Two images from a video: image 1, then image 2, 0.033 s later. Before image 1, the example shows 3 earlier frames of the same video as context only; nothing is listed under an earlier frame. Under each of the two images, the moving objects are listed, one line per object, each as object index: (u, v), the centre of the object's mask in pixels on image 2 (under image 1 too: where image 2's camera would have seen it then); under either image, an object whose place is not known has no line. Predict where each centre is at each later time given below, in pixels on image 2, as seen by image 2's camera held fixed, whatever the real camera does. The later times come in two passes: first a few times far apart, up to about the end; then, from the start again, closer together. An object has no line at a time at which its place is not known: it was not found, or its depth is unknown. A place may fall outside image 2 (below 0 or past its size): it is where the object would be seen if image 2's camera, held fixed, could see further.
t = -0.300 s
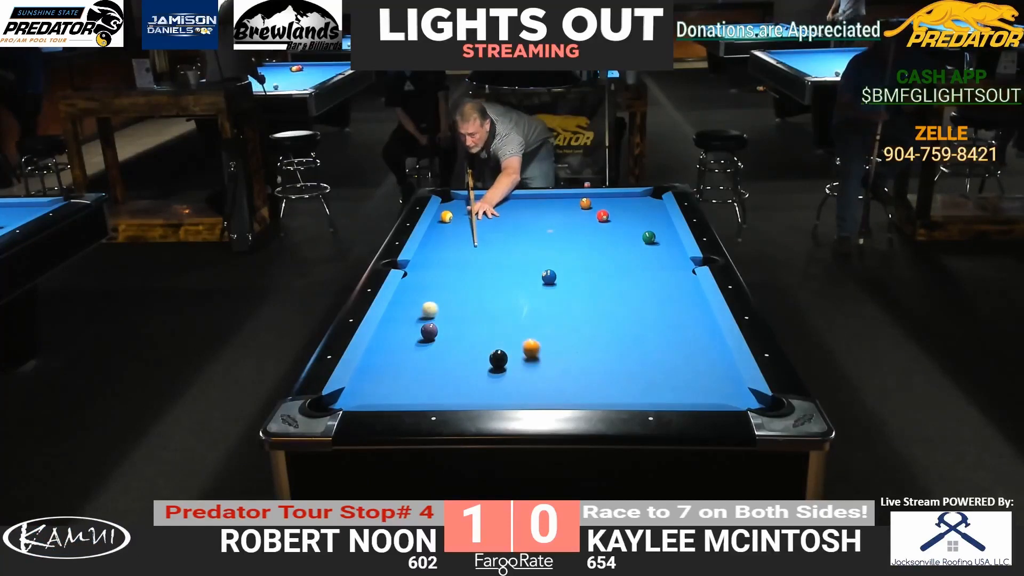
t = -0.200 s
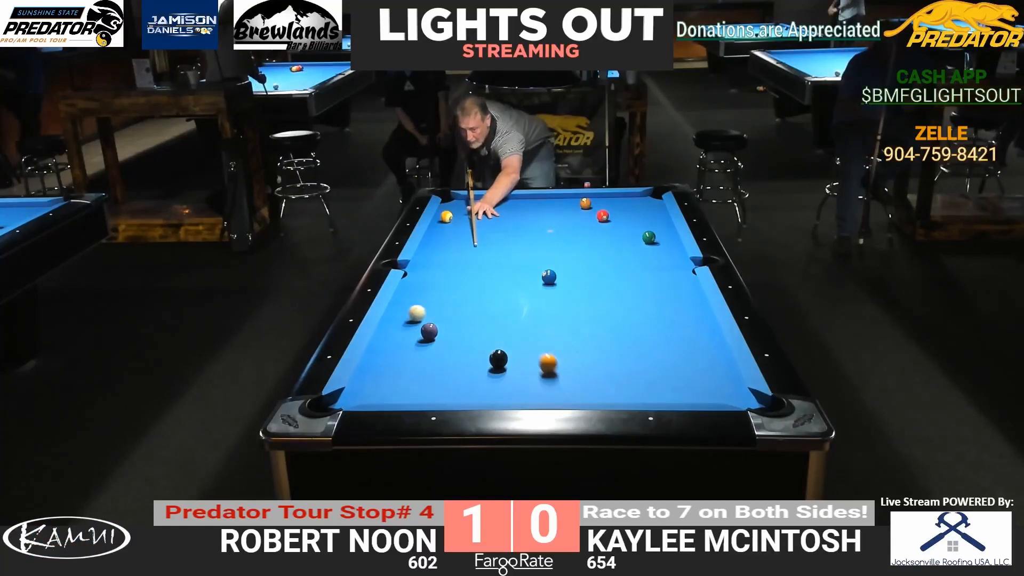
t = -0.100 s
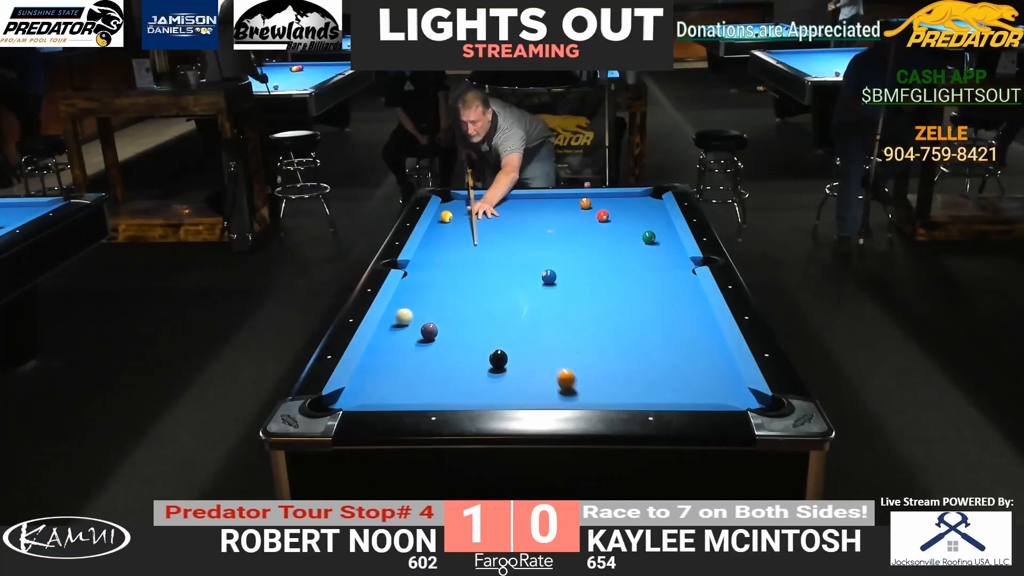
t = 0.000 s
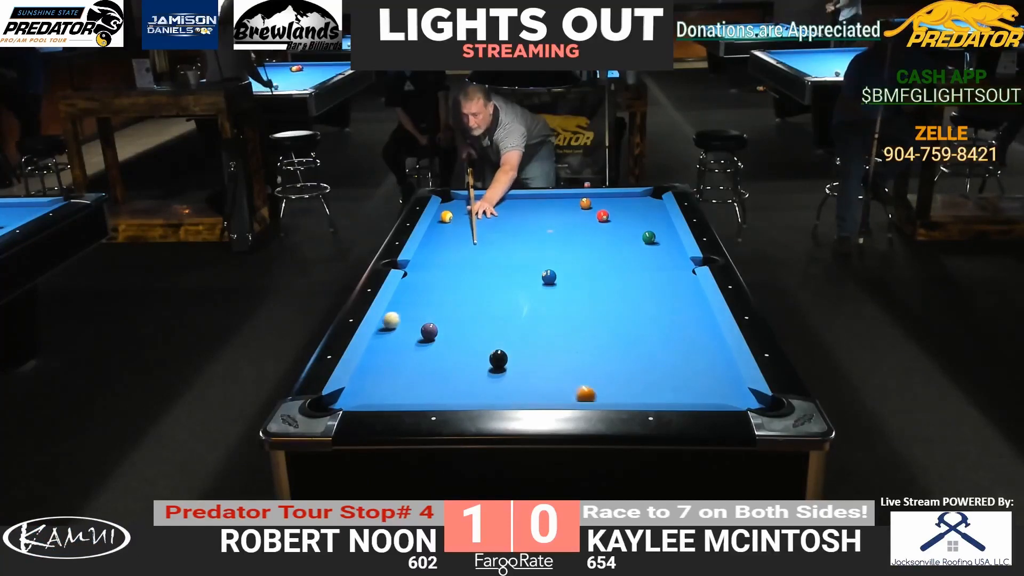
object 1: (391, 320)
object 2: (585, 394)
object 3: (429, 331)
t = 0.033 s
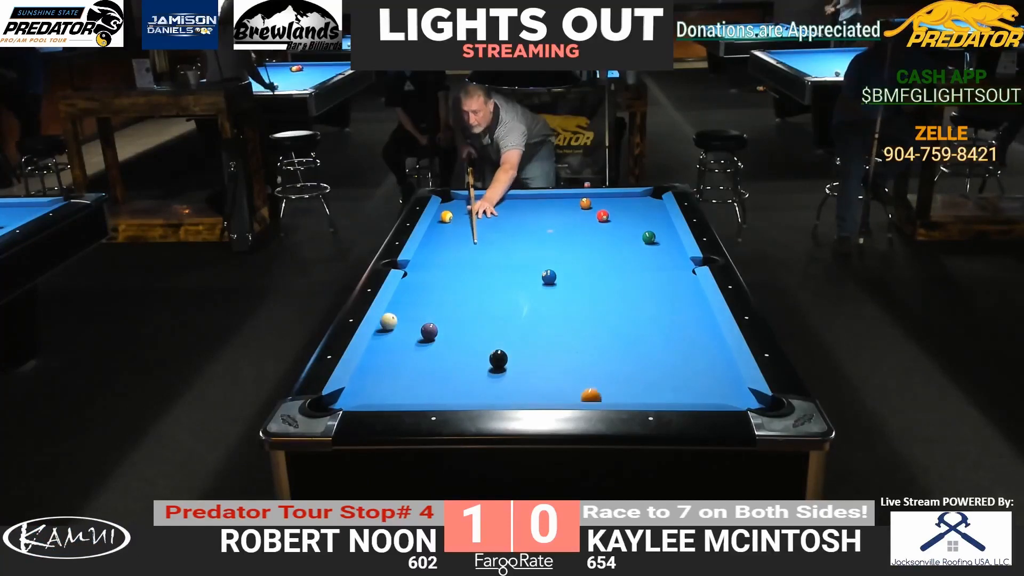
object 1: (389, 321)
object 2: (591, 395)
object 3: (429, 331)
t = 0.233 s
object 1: (399, 325)
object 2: (605, 378)
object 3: (429, 331)
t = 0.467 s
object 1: (410, 330)
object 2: (621, 359)
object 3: (429, 331)
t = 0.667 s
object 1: (413, 333)
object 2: (633, 344)
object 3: (436, 332)
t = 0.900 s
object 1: (414, 336)
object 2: (646, 329)
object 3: (444, 332)
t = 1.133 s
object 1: (415, 339)
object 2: (657, 315)
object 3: (451, 333)
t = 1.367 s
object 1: (416, 341)
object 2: (668, 303)
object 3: (457, 333)
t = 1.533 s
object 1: (416, 343)
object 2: (675, 295)
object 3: (461, 333)
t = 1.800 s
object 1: (417, 345)
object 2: (685, 283)
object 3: (465, 333)
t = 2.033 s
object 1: (417, 346)
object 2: (685, 275)
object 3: (469, 334)
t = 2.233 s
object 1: (418, 346)
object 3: (470, 334)
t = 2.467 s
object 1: (418, 346)
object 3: (471, 334)
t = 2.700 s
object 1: (418, 346)
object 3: (471, 334)
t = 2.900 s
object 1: (418, 346)
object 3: (471, 334)
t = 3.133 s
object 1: (418, 347)
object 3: (471, 334)
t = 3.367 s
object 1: (418, 346)
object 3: (471, 334)
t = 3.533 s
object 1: (418, 346)
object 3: (471, 334)
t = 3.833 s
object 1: (418, 346)
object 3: (471, 334)
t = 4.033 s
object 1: (418, 346)
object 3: (471, 334)
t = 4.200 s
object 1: (418, 346)
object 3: (471, 334)
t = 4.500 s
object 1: (418, 347)
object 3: (471, 334)
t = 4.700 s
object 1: (418, 346)
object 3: (471, 334)
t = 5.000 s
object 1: (418, 347)
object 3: (471, 334)
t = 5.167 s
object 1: (418, 347)
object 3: (471, 334)
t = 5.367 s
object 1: (418, 347)
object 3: (471, 334)
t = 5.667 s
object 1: (418, 347)
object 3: (471, 334)
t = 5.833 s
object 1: (418, 347)
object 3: (471, 334)
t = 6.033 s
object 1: (418, 347)
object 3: (471, 334)
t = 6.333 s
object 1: (418, 346)
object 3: (471, 334)
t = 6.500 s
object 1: (418, 346)
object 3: (471, 334)
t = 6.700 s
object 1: (418, 346)
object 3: (471, 334)
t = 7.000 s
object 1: (418, 346)
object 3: (471, 334)
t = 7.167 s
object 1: (418, 347)
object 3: (471, 334)
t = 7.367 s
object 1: (418, 347)
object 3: (471, 334)
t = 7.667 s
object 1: (418, 347)
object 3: (471, 334)
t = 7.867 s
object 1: (418, 347)
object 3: (471, 334)
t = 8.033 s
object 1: (418, 346)
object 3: (471, 334)
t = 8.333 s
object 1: (418, 346)
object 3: (471, 334)
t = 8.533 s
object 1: (418, 346)
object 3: (471, 334)
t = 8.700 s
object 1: (418, 346)
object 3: (471, 334)
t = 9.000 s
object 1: (418, 346)
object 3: (471, 334)
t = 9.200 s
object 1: (418, 346)
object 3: (471, 334)
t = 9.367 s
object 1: (418, 346)
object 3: (471, 334)
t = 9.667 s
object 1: (418, 346)
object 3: (471, 334)
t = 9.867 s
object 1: (418, 346)
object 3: (471, 334)
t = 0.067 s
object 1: (391, 322)
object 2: (593, 393)
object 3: (429, 331)
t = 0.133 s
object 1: (394, 323)
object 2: (598, 387)
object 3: (429, 331)
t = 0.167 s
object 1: (395, 324)
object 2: (601, 384)
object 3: (429, 331)
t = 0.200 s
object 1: (397, 325)
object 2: (603, 382)
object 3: (429, 331)
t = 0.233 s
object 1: (399, 325)
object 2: (605, 378)
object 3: (429, 331)
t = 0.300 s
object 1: (402, 327)
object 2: (610, 372)
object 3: (429, 331)
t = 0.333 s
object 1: (404, 327)
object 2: (612, 370)
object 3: (429, 331)
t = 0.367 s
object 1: (406, 328)
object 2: (615, 367)
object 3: (429, 331)
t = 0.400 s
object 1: (407, 329)
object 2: (617, 364)
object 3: (429, 331)
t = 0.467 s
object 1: (410, 330)
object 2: (621, 359)
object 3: (429, 331)
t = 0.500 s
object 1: (412, 330)
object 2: (623, 356)
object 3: (429, 331)
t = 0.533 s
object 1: (412, 331)
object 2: (625, 354)
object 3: (431, 331)
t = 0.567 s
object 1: (412, 332)
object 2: (627, 351)
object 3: (432, 332)
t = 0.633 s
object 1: (413, 333)
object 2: (631, 347)
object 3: (434, 331)
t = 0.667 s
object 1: (413, 333)
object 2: (633, 344)
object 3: (436, 332)
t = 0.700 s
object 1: (413, 334)
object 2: (635, 342)
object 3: (437, 332)
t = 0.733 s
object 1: (413, 334)
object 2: (637, 340)
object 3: (438, 332)
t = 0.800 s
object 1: (413, 335)
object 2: (640, 335)
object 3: (440, 332)
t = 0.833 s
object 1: (413, 336)
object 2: (642, 333)
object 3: (441, 332)
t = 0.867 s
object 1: (414, 336)
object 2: (644, 331)
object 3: (442, 332)
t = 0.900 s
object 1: (414, 336)
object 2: (646, 329)
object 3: (444, 332)
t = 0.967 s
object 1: (414, 337)
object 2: (649, 325)
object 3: (446, 332)
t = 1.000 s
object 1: (414, 338)
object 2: (651, 323)
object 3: (447, 332)
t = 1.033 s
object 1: (414, 338)
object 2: (652, 321)
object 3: (448, 332)
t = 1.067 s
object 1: (414, 338)
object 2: (654, 319)
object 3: (449, 332)
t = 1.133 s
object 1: (415, 339)
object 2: (657, 315)
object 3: (451, 333)
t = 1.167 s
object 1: (415, 339)
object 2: (659, 313)
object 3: (451, 333)
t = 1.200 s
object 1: (415, 340)
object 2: (660, 311)
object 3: (452, 333)
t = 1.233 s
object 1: (415, 340)
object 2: (662, 309)
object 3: (453, 333)
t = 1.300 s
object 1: (415, 341)
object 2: (665, 306)
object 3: (455, 333)
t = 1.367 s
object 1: (416, 341)
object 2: (668, 303)
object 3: (457, 333)
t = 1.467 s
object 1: (416, 343)
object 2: (672, 298)
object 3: (459, 333)
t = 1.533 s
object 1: (416, 343)
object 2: (675, 295)
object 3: (461, 333)
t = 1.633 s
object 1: (416, 344)
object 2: (679, 290)
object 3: (462, 333)
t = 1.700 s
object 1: (416, 344)
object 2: (681, 287)
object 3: (464, 333)
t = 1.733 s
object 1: (417, 344)
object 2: (683, 286)
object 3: (464, 333)
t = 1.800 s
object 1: (417, 345)
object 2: (685, 283)
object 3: (465, 333)
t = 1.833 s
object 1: (417, 345)
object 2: (687, 282)
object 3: (466, 334)
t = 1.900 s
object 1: (417, 345)
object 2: (689, 279)
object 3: (467, 334)
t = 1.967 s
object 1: (417, 345)
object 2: (688, 277)
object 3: (468, 334)
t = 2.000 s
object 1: (417, 346)
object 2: (686, 276)
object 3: (468, 334)
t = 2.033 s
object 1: (417, 346)
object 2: (685, 275)
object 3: (469, 334)
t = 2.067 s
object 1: (417, 346)
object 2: (684, 274)
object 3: (469, 334)
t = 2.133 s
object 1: (418, 346)
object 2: (681, 272)
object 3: (470, 334)
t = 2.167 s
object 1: (418, 346)
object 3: (470, 334)
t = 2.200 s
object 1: (418, 346)
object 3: (470, 334)
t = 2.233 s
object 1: (418, 346)
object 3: (470, 334)
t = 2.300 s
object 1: (418, 346)
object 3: (471, 334)
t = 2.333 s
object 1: (418, 346)
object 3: (471, 334)
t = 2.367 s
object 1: (418, 346)
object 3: (471, 334)
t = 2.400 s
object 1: (418, 346)
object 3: (471, 334)
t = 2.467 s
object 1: (418, 346)
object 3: (471, 334)
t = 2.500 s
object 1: (418, 346)
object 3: (471, 334)
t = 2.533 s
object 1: (418, 346)
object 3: (471, 334)
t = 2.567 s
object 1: (418, 346)
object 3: (471, 334)
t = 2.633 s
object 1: (418, 346)
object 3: (471, 334)
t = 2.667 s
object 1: (418, 346)
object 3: (471, 334)
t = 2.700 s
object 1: (418, 346)
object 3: (471, 334)
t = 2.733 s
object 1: (418, 346)
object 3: (471, 334)
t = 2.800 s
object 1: (418, 346)
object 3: (471, 334)
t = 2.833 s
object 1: (418, 346)
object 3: (471, 334)
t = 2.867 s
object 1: (418, 346)
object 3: (471, 334)
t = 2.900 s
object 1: (418, 346)
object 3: (471, 334)
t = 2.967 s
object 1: (418, 347)
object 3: (471, 334)
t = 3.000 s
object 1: (418, 347)
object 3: (471, 334)
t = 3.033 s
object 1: (418, 347)
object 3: (471, 334)
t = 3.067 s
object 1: (418, 347)
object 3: (471, 334)
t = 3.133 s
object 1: (418, 347)
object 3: (471, 334)
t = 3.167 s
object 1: (418, 346)
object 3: (471, 334)
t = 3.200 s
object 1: (418, 347)
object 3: (471, 334)
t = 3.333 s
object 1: (418, 347)
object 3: (471, 334)
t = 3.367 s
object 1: (418, 346)
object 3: (471, 334)
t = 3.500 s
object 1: (418, 346)
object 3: (471, 334)
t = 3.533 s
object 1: (418, 346)
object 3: (471, 334)
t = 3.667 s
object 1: (418, 346)
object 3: (471, 334)
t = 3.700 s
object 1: (418, 346)
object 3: (471, 334)
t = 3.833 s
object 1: (418, 346)
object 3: (471, 334)
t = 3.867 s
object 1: (418, 346)
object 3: (471, 334)
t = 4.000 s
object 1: (418, 346)
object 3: (471, 334)
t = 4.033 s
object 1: (418, 346)
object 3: (471, 334)
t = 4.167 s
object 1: (418, 346)
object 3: (471, 334)
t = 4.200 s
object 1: (418, 346)
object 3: (471, 334)
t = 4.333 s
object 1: (418, 346)
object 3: (471, 334)
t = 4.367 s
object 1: (418, 346)
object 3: (471, 334)
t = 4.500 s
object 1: (418, 347)
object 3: (471, 334)
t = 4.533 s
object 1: (418, 347)
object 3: (471, 334)
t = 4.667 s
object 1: (418, 346)
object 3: (471, 334)
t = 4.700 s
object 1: (418, 346)
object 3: (471, 334)
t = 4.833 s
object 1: (418, 347)
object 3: (471, 334)
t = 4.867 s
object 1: (418, 346)
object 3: (471, 334)
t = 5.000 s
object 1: (418, 347)
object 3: (471, 334)
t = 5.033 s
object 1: (418, 347)
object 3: (471, 334)
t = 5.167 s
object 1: (418, 347)
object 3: (471, 334)
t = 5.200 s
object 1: (418, 347)
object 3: (471, 334)
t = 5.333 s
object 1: (418, 347)
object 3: (471, 334)
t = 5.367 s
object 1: (418, 347)
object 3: (471, 334)
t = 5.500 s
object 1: (418, 347)
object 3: (471, 334)
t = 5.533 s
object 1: (418, 347)
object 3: (471, 334)
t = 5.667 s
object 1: (418, 347)
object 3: (471, 334)
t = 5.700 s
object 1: (418, 346)
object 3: (471, 334)
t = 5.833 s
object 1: (418, 347)
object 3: (471, 334)
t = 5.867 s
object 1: (418, 347)
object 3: (471, 334)
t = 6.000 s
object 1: (418, 346)
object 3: (471, 334)
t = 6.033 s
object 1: (418, 347)
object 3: (471, 334)
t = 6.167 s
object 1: (418, 346)
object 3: (471, 334)
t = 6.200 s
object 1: (418, 347)
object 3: (471, 334)
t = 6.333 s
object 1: (418, 346)
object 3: (471, 334)
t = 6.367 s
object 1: (418, 346)
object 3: (471, 334)
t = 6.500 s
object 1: (418, 346)
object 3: (471, 334)
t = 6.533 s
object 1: (418, 346)
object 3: (471, 334)
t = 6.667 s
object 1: (418, 346)
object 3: (471, 334)
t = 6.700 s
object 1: (418, 346)
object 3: (471, 334)
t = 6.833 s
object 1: (418, 346)
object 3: (471, 334)
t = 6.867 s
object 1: (418, 346)
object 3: (471, 334)
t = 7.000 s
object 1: (418, 346)
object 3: (471, 334)
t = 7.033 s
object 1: (418, 346)
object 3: (471, 334)
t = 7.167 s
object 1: (418, 347)
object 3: (471, 334)
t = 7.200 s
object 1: (418, 347)
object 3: (471, 334)
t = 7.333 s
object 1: (418, 347)
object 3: (471, 334)
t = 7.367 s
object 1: (418, 347)
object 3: (471, 334)
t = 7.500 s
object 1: (418, 347)
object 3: (471, 334)
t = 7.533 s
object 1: (418, 347)
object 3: (471, 334)
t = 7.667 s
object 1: (418, 347)
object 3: (471, 334)
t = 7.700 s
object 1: (418, 346)
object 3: (471, 334)
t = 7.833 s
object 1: (418, 346)
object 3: (471, 334)
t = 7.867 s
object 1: (418, 347)
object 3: (471, 334)
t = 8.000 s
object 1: (418, 346)
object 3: (471, 334)
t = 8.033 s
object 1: (418, 346)
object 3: (471, 334)
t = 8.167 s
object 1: (418, 346)
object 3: (471, 334)
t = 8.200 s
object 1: (418, 346)
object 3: (471, 334)
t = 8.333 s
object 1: (418, 346)
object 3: (471, 334)
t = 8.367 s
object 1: (418, 346)
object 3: (471, 334)
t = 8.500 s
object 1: (418, 346)
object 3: (471, 334)
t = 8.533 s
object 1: (418, 346)
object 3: (471, 334)
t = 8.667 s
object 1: (418, 346)
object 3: (471, 334)
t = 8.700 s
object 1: (418, 346)
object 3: (471, 334)
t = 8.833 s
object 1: (418, 347)
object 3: (471, 334)
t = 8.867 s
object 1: (418, 346)
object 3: (471, 334)
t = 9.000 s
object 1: (418, 346)
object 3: (471, 334)
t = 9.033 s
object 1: (418, 346)
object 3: (471, 334)
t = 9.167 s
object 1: (418, 346)
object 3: (471, 334)
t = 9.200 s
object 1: (418, 346)
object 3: (471, 334)
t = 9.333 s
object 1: (418, 346)
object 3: (471, 334)
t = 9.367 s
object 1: (418, 346)
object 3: (471, 334)
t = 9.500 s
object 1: (418, 346)
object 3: (471, 334)
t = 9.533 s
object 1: (418, 346)
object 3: (471, 334)
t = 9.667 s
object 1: (418, 346)
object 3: (471, 334)
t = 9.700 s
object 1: (418, 346)
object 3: (471, 334)
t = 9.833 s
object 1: (418, 346)
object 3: (471, 334)
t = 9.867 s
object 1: (418, 346)
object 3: (471, 334)
